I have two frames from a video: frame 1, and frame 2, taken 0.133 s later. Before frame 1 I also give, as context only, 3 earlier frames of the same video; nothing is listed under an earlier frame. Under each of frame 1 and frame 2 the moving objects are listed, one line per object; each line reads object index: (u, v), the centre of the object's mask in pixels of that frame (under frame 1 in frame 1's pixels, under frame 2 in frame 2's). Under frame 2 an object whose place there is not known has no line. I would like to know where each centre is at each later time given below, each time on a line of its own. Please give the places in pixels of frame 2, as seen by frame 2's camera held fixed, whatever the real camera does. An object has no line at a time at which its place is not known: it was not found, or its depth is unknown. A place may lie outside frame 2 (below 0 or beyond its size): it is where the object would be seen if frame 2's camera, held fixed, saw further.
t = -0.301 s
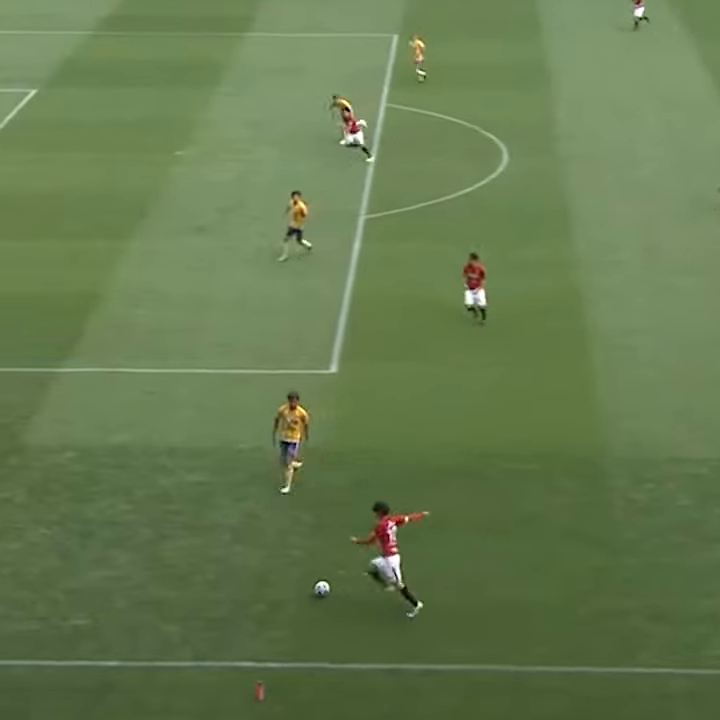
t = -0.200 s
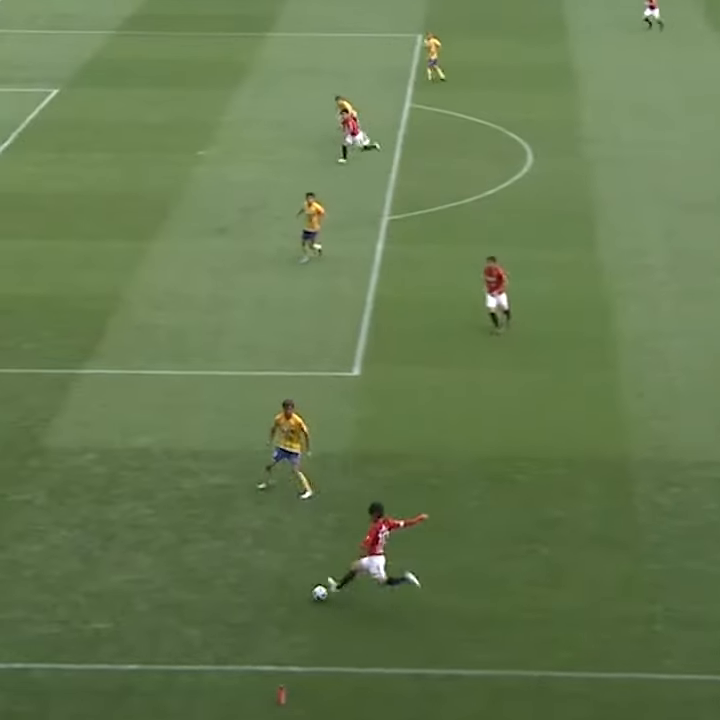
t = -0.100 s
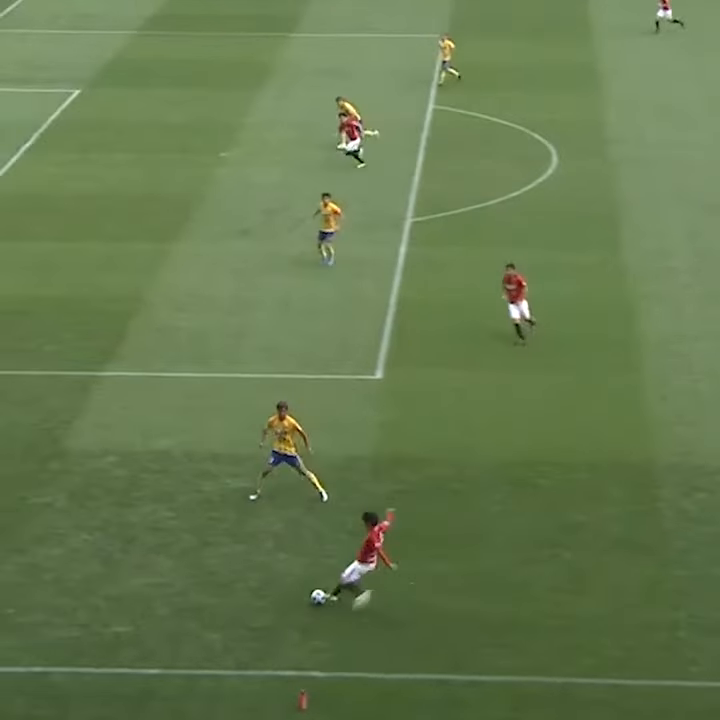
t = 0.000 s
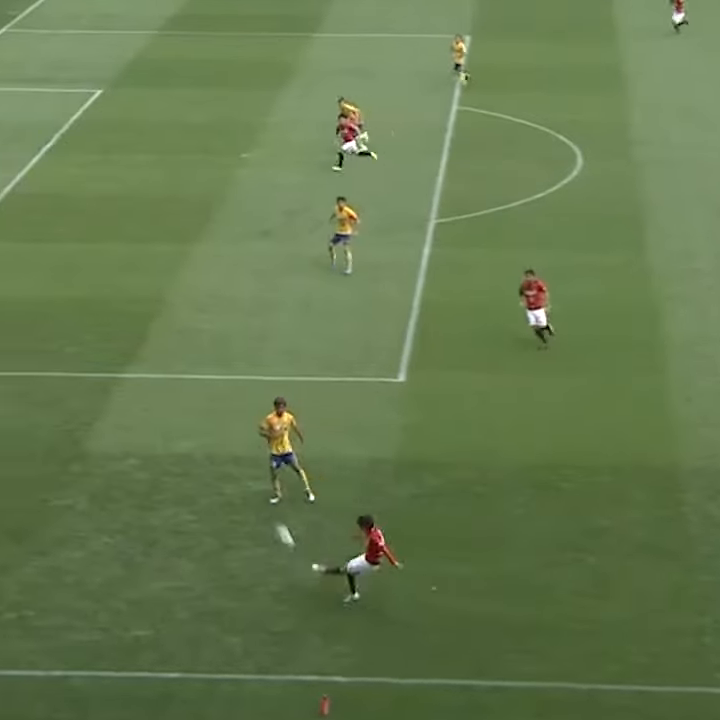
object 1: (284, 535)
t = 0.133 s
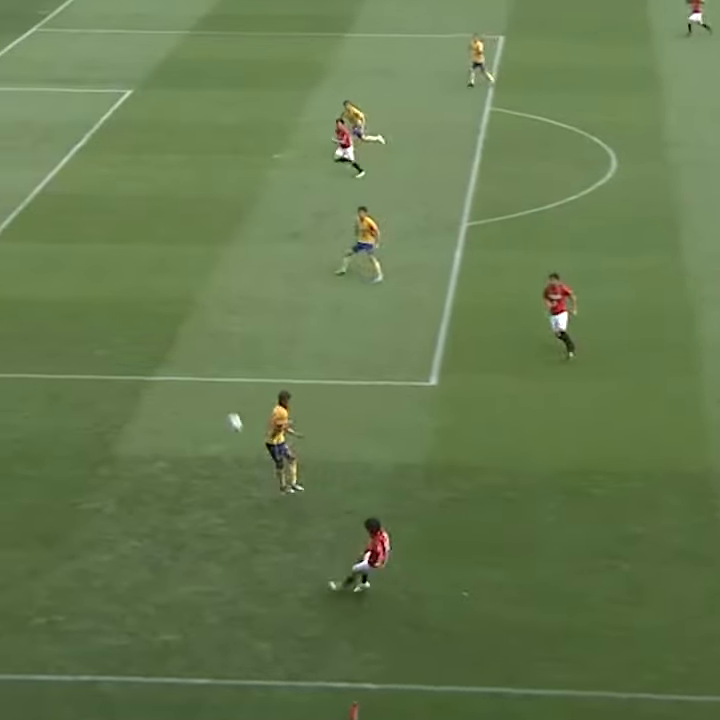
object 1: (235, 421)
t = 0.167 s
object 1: (220, 397)
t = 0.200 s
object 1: (205, 373)
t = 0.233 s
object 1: (194, 353)
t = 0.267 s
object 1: (181, 334)
